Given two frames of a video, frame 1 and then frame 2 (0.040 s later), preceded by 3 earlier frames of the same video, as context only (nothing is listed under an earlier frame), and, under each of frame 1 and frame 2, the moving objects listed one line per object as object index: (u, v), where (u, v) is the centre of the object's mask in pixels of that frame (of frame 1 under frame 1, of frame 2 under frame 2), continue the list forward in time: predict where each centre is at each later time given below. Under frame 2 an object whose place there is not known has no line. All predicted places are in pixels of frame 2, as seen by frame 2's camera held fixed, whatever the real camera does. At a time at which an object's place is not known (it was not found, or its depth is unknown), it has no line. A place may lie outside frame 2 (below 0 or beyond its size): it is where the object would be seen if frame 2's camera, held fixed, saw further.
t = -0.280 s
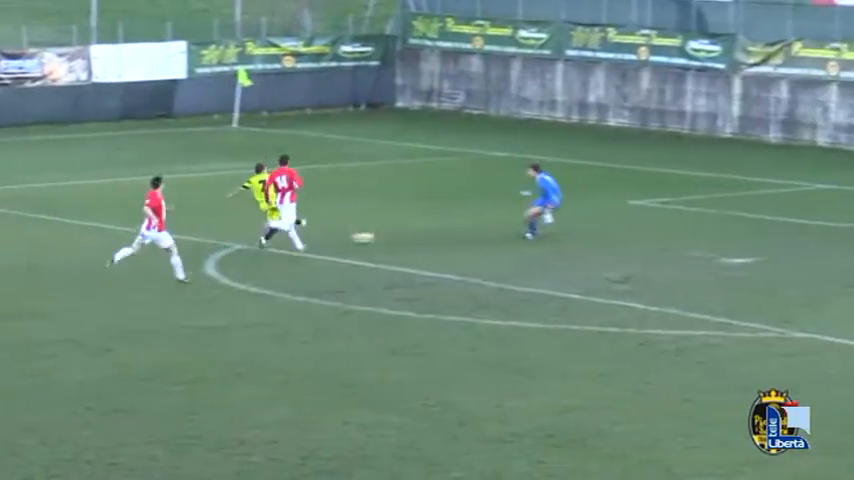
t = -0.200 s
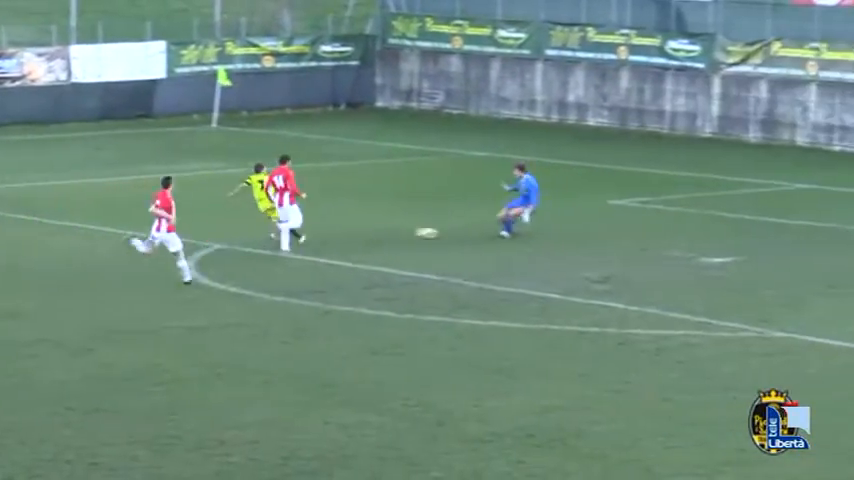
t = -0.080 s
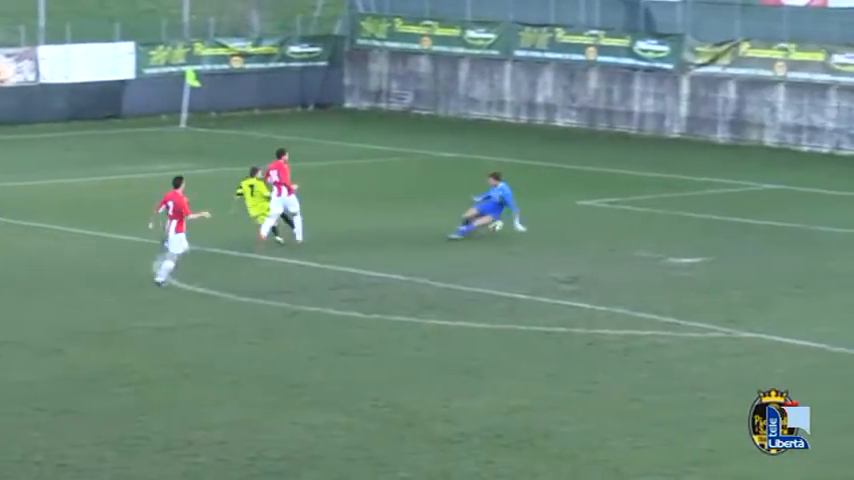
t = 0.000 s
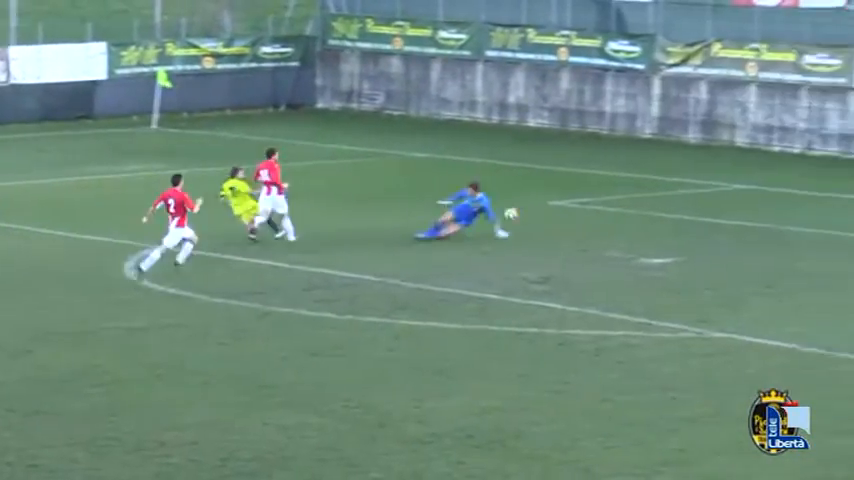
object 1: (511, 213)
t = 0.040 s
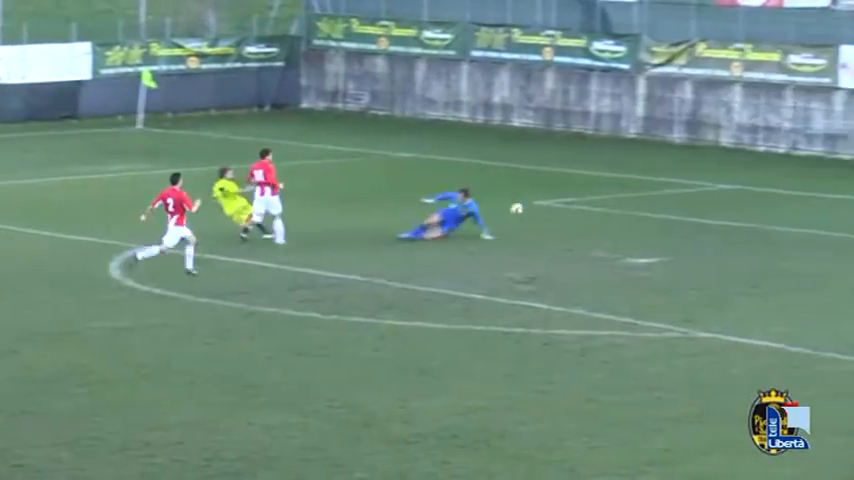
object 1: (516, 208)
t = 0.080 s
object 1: (536, 205)
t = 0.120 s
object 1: (556, 202)
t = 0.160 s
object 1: (576, 201)
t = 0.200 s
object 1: (596, 199)
